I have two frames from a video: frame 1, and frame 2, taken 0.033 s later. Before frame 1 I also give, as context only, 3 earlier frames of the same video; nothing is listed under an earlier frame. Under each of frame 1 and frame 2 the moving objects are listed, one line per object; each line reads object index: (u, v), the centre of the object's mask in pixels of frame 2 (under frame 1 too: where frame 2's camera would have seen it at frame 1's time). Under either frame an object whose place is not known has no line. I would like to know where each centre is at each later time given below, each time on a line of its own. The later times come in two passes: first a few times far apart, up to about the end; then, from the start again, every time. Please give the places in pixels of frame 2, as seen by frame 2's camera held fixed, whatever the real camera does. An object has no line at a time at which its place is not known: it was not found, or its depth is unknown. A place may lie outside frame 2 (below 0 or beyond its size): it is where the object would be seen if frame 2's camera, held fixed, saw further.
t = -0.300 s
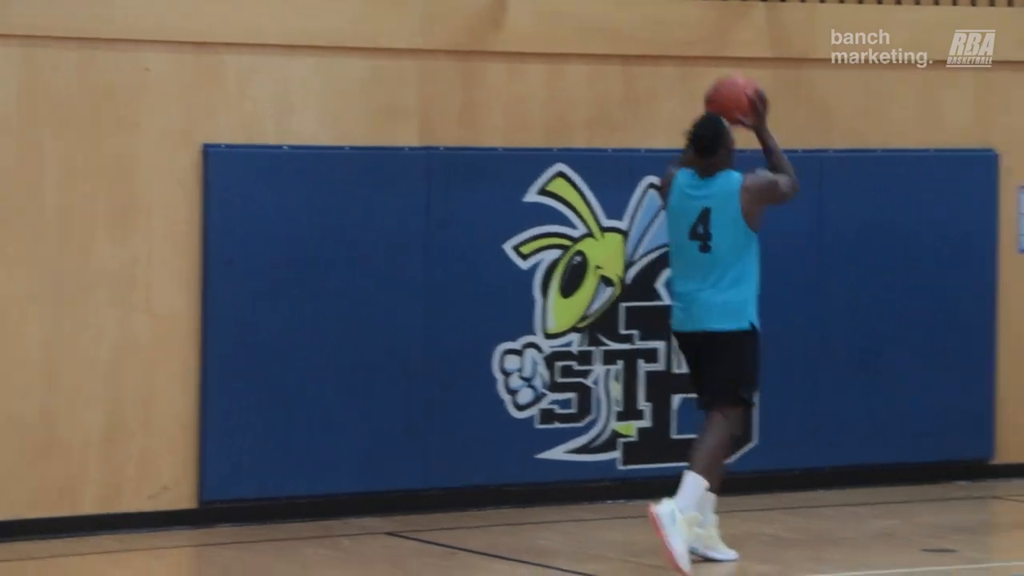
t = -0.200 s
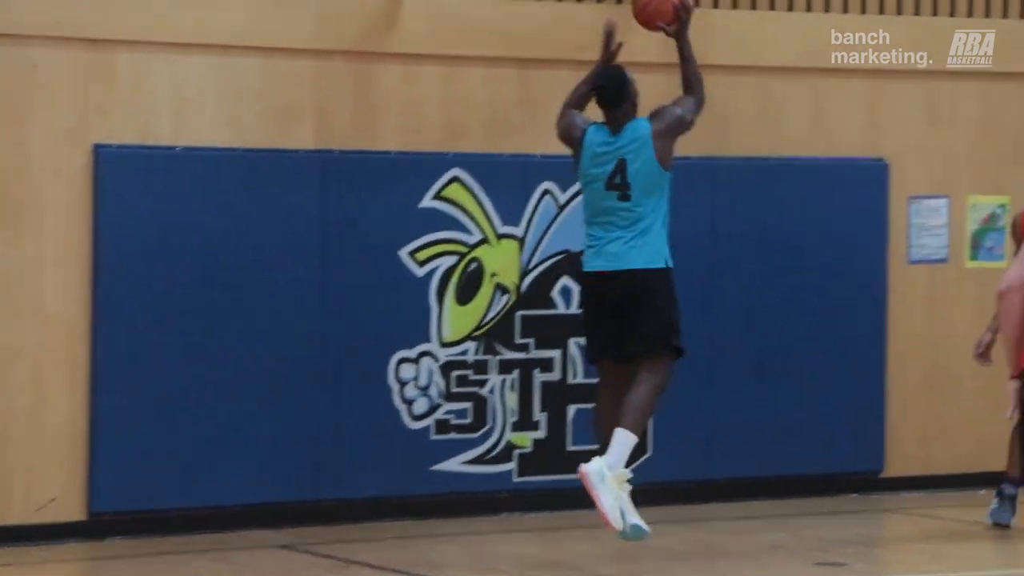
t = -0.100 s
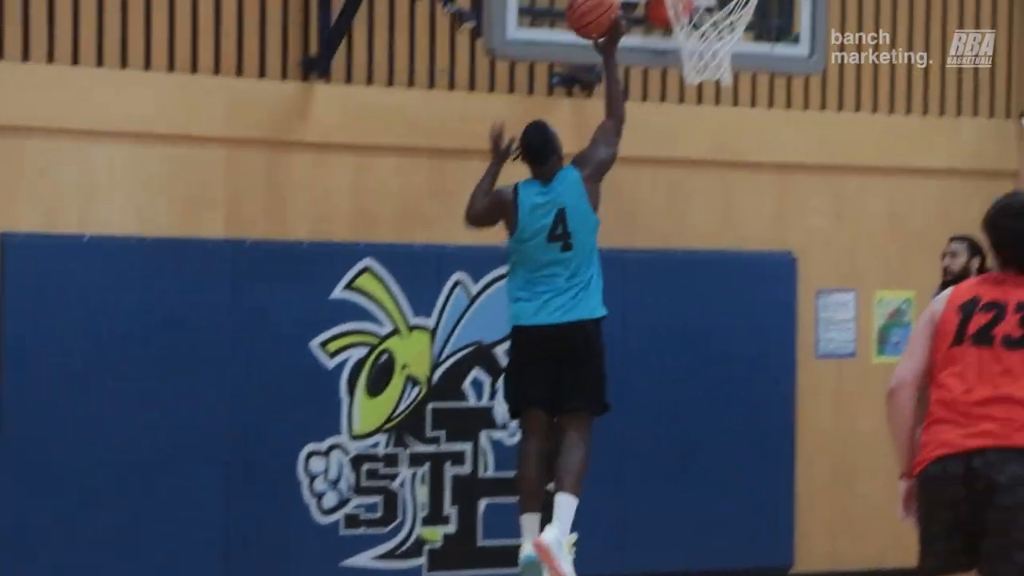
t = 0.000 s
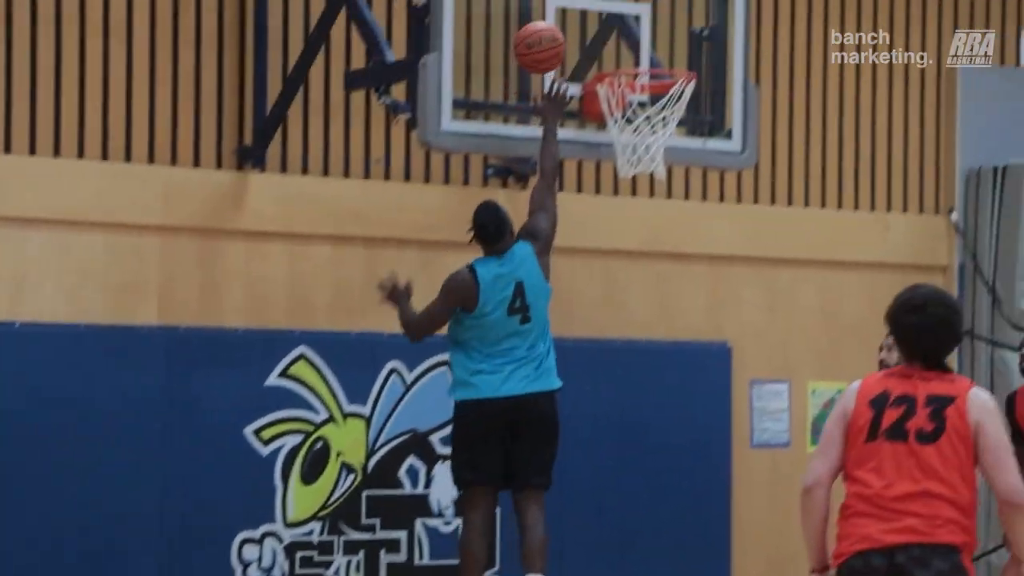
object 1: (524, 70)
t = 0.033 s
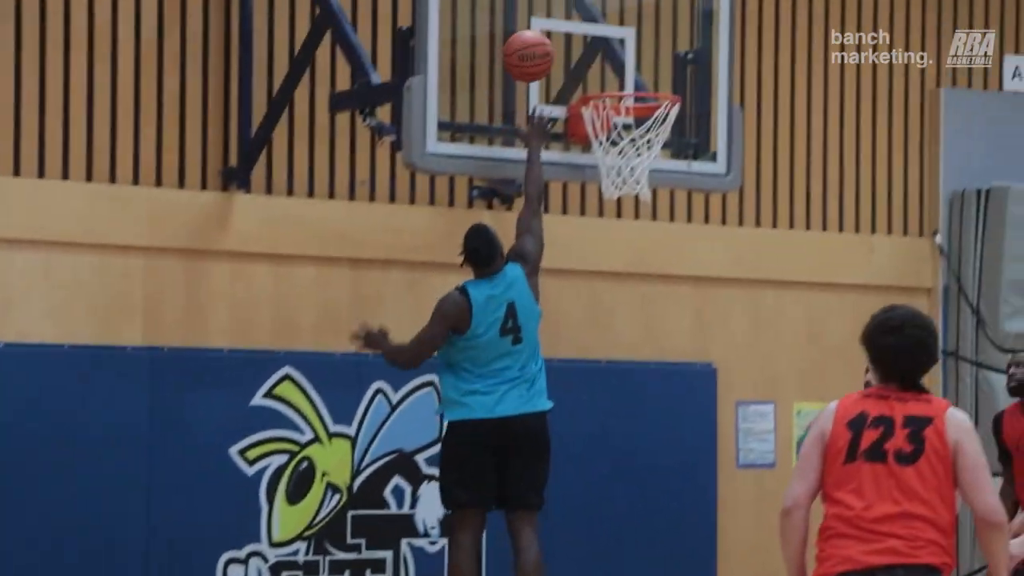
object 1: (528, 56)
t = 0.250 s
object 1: (574, 33)
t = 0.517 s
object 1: (631, 132)
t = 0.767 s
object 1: (604, 282)
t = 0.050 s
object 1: (530, 50)
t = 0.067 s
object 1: (531, 45)
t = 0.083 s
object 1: (534, 40)
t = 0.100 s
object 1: (535, 36)
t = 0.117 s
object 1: (537, 32)
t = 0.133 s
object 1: (539, 30)
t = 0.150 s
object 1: (540, 28)
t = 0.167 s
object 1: (544, 27)
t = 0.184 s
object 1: (550, 27)
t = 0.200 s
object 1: (556, 28)
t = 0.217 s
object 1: (562, 29)
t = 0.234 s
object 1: (568, 31)
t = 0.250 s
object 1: (574, 33)
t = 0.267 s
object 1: (581, 35)
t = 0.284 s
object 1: (587, 38)
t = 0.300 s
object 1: (593, 42)
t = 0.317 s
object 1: (599, 47)
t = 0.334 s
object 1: (606, 52)
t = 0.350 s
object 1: (612, 58)
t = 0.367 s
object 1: (618, 64)
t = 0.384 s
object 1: (625, 70)
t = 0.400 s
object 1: (631, 75)
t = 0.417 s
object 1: (638, 79)
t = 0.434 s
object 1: (645, 92)
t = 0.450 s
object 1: (648, 102)
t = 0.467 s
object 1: (645, 109)
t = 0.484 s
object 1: (643, 118)
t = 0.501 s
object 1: (638, 123)
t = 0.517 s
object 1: (631, 132)
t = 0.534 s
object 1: (631, 143)
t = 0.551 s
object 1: (627, 151)
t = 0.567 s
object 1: (620, 156)
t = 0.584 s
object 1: (617, 160)
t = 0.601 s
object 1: (621, 198)
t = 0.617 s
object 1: (619, 200)
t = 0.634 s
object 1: (617, 202)
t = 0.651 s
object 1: (615, 206)
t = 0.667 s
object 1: (613, 215)
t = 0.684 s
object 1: (611, 225)
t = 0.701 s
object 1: (610, 235)
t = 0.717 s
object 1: (608, 247)
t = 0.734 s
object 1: (607, 257)
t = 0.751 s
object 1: (605, 269)
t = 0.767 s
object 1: (604, 282)
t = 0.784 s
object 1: (602, 296)
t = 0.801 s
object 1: (601, 309)
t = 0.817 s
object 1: (599, 323)
